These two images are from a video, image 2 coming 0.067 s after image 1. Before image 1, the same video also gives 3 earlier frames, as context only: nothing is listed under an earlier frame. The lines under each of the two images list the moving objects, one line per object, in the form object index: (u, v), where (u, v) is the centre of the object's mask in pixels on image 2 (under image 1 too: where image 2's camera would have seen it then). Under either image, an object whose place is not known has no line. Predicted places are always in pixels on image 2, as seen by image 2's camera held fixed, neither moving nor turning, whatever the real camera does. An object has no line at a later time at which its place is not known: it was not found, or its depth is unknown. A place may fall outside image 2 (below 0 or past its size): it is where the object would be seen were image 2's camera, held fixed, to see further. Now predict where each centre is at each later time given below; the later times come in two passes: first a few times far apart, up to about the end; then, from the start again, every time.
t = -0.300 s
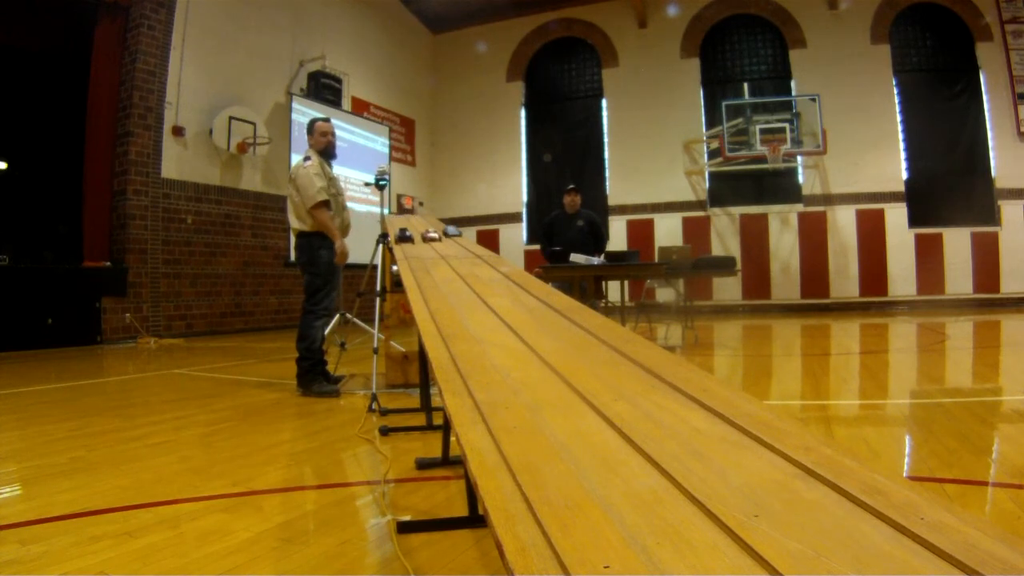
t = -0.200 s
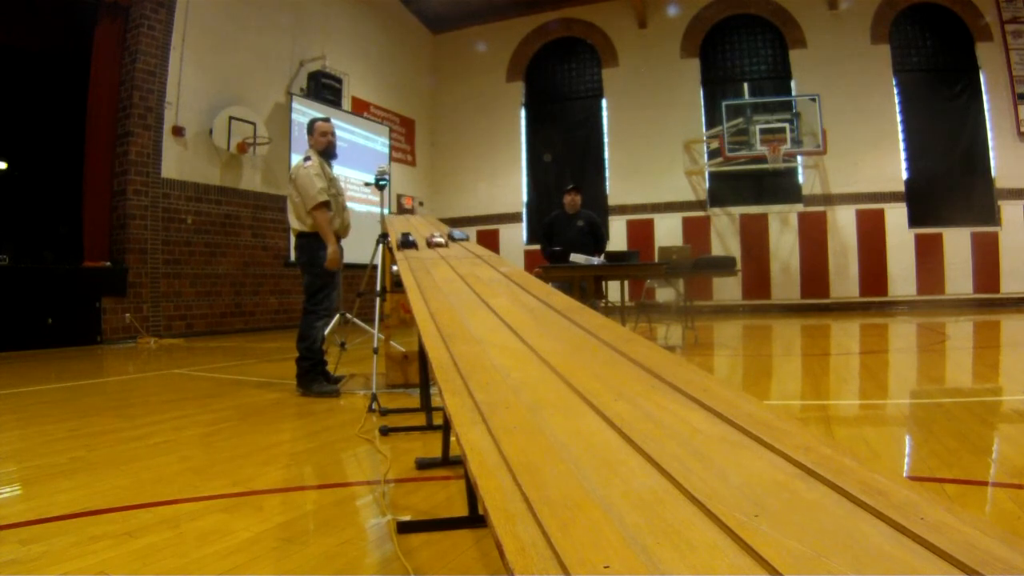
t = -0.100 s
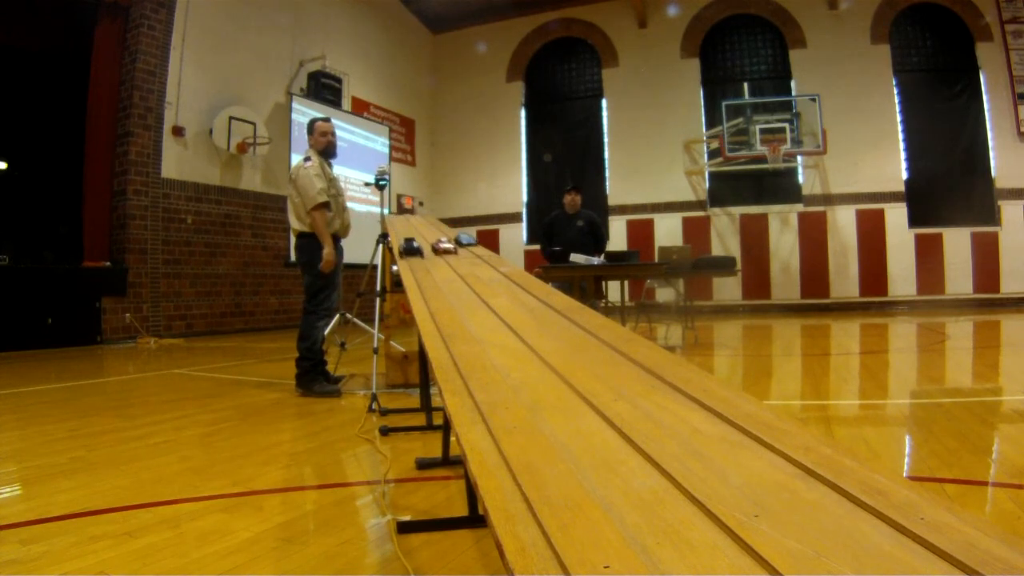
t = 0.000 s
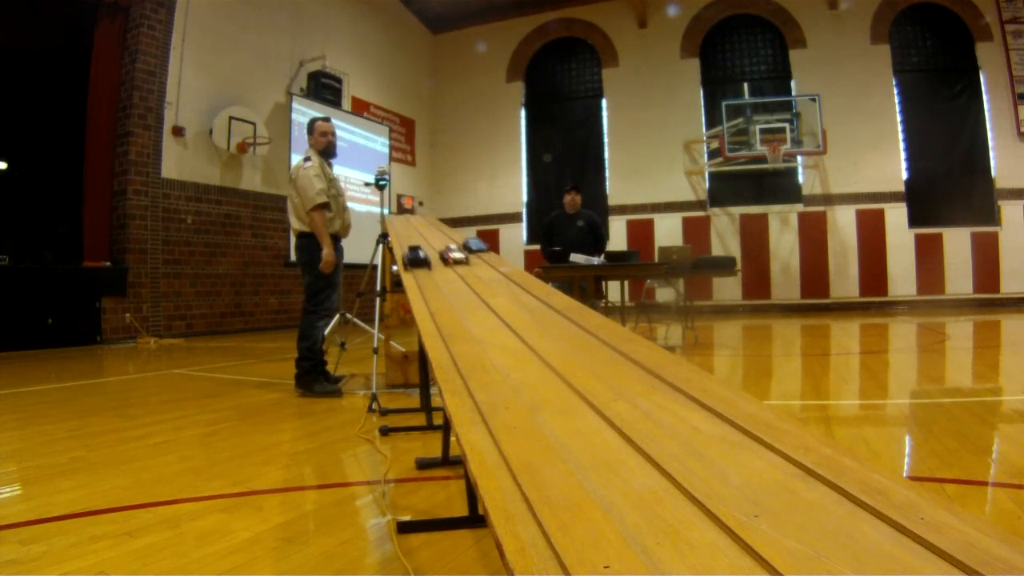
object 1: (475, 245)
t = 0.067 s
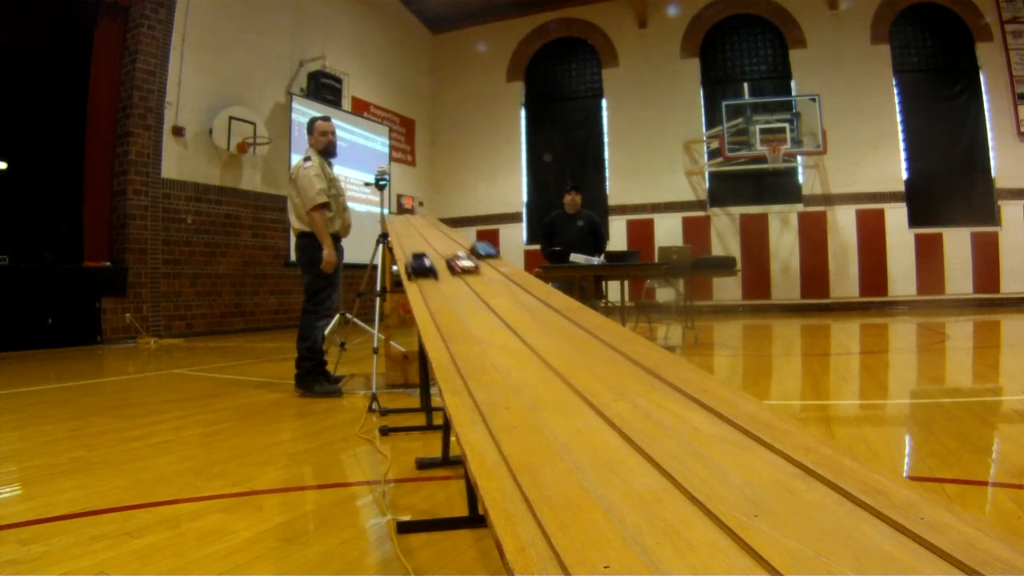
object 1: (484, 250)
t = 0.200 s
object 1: (505, 264)
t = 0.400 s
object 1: (573, 304)
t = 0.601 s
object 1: (811, 436)
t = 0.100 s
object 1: (488, 253)
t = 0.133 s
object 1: (493, 257)
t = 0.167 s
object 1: (499, 260)
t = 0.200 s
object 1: (505, 264)
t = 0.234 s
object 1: (513, 269)
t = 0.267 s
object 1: (522, 274)
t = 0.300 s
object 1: (532, 280)
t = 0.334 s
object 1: (543, 286)
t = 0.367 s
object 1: (557, 295)
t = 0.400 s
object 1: (573, 304)
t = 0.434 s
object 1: (593, 315)
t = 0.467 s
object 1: (617, 330)
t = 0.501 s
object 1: (655, 352)
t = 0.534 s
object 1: (694, 373)
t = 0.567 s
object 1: (743, 397)
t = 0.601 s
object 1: (811, 436)
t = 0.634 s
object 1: (916, 495)
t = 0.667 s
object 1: (973, 524)
